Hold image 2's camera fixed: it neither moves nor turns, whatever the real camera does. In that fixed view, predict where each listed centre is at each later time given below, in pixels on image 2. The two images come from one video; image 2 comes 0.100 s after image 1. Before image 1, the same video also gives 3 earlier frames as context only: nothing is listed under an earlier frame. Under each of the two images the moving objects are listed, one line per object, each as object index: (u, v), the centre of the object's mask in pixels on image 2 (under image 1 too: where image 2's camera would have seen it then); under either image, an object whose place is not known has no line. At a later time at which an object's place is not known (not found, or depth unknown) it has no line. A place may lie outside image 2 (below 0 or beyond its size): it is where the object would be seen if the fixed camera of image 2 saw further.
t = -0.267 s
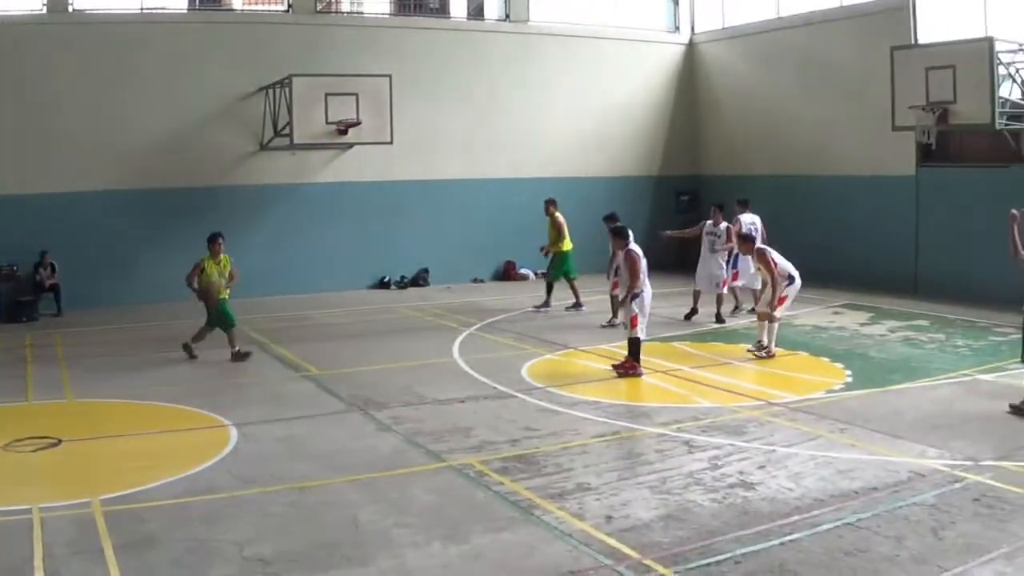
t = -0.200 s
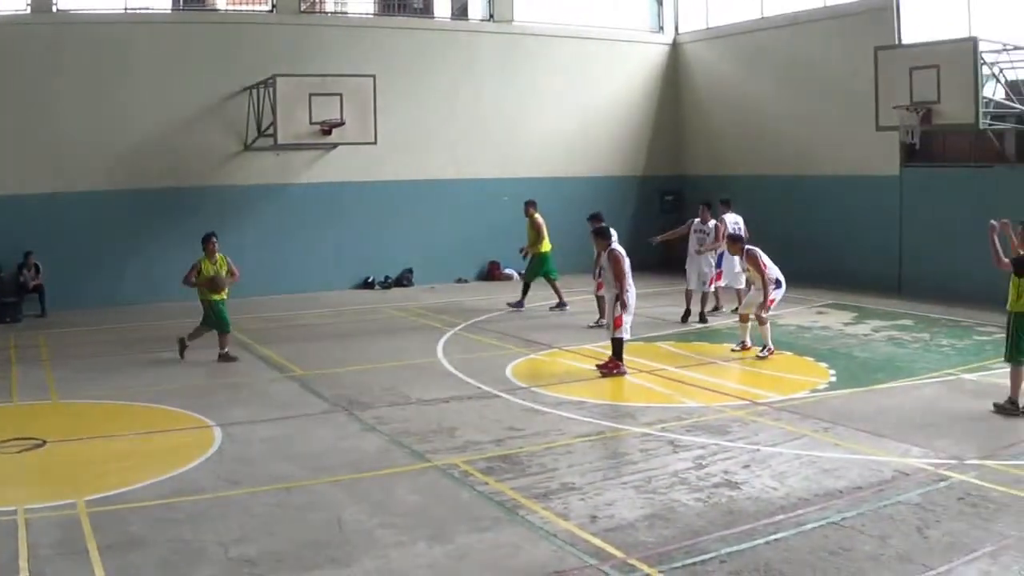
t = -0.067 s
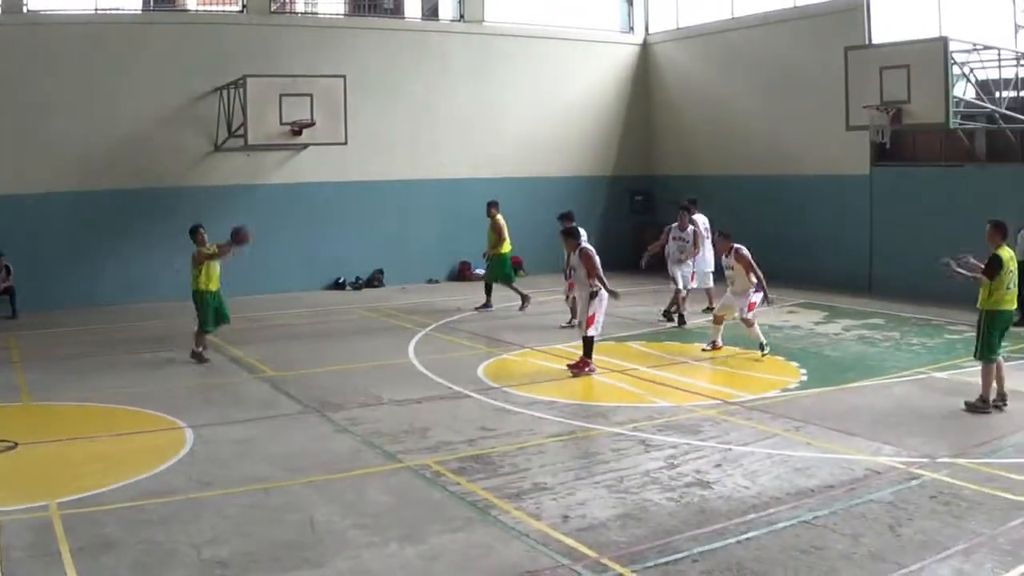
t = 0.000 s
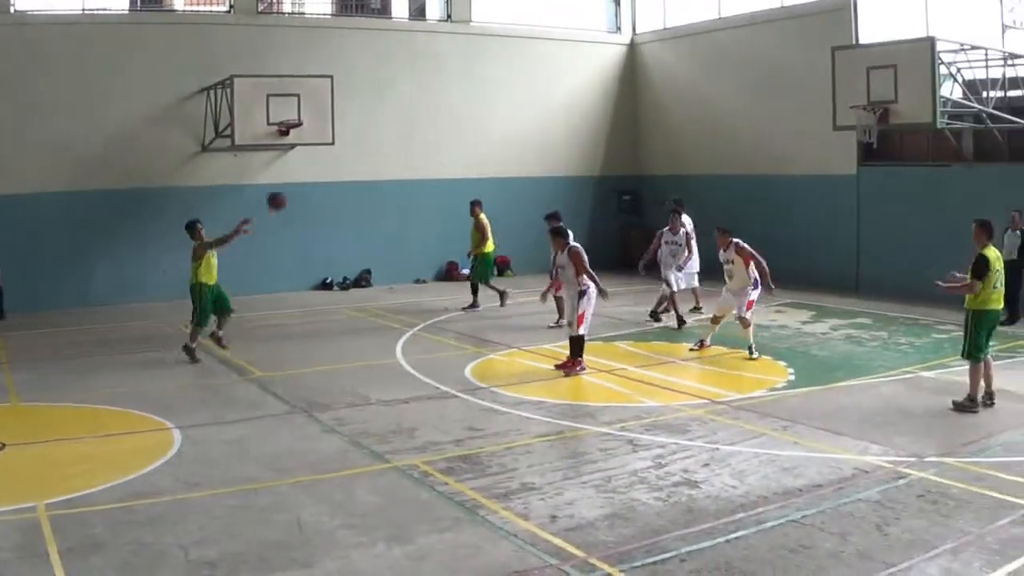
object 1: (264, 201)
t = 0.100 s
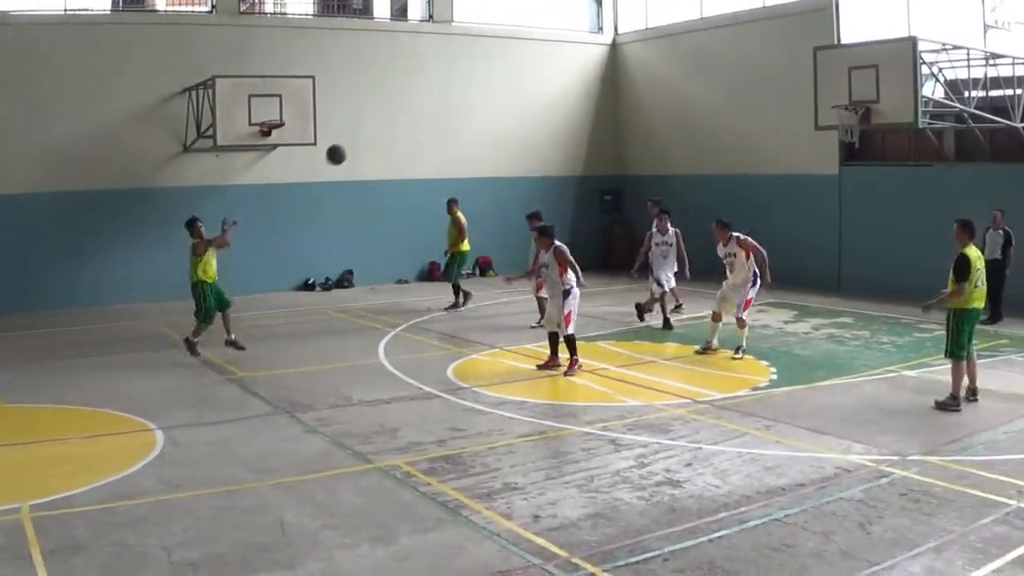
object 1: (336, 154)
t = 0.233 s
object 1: (429, 107)
